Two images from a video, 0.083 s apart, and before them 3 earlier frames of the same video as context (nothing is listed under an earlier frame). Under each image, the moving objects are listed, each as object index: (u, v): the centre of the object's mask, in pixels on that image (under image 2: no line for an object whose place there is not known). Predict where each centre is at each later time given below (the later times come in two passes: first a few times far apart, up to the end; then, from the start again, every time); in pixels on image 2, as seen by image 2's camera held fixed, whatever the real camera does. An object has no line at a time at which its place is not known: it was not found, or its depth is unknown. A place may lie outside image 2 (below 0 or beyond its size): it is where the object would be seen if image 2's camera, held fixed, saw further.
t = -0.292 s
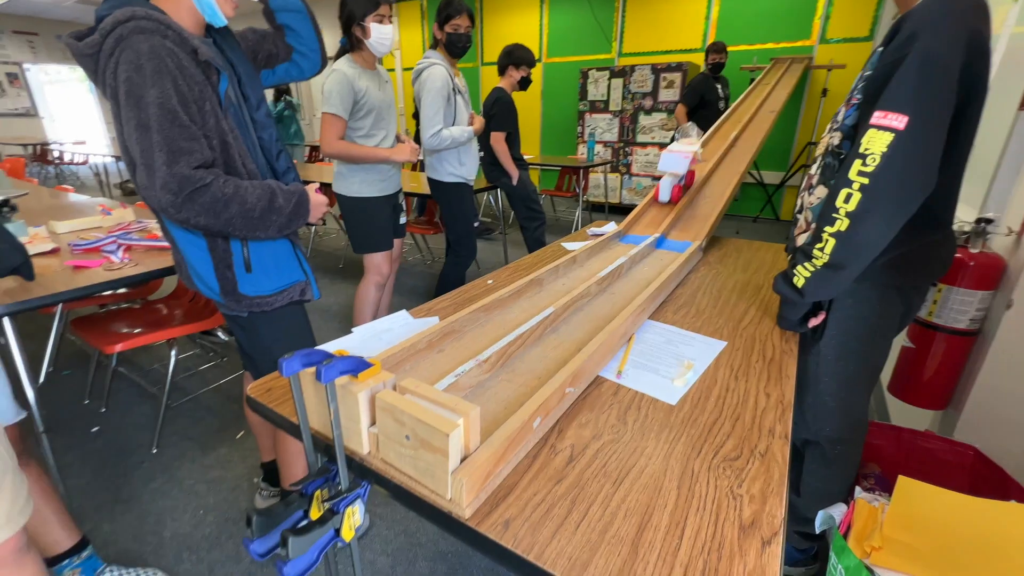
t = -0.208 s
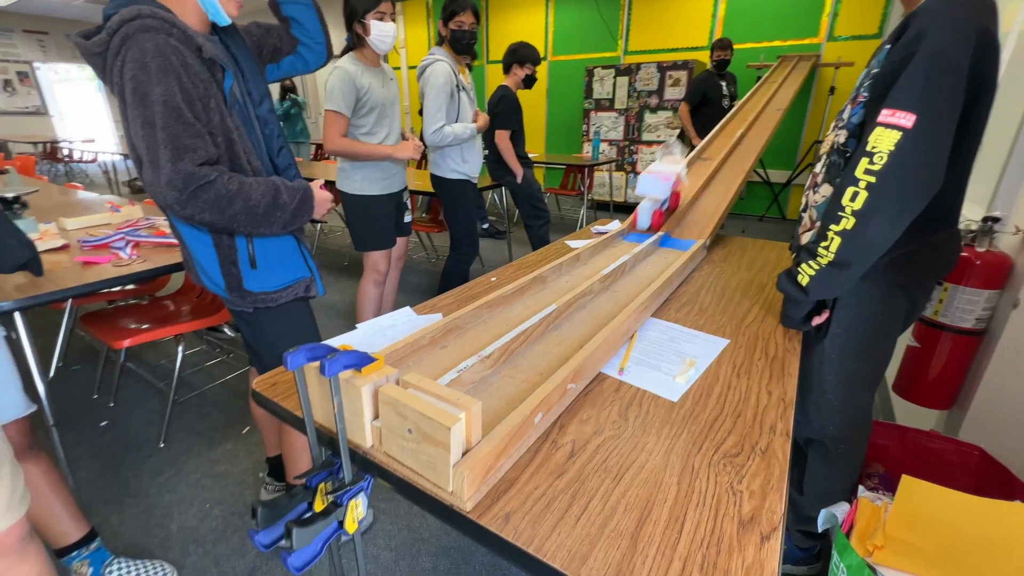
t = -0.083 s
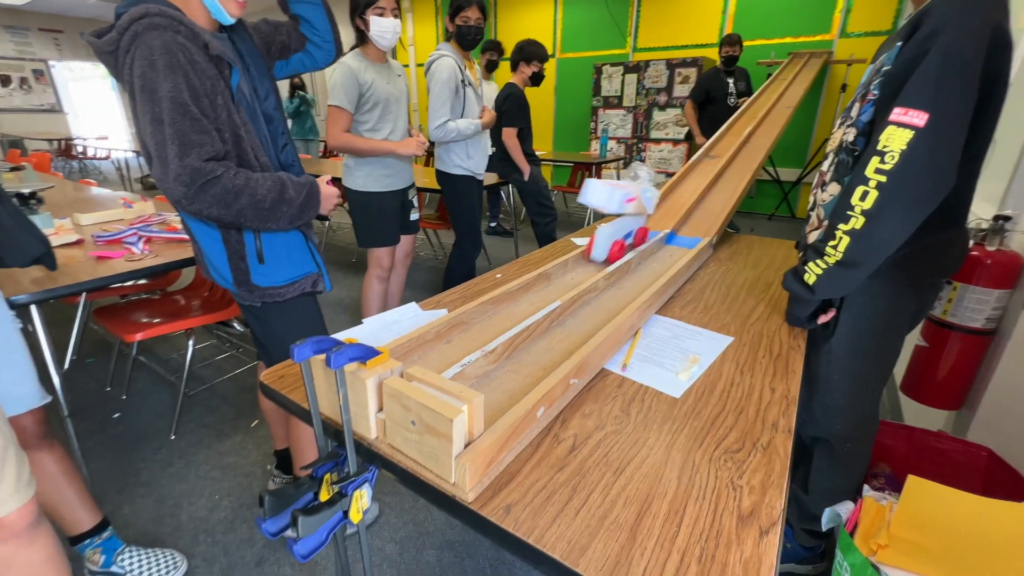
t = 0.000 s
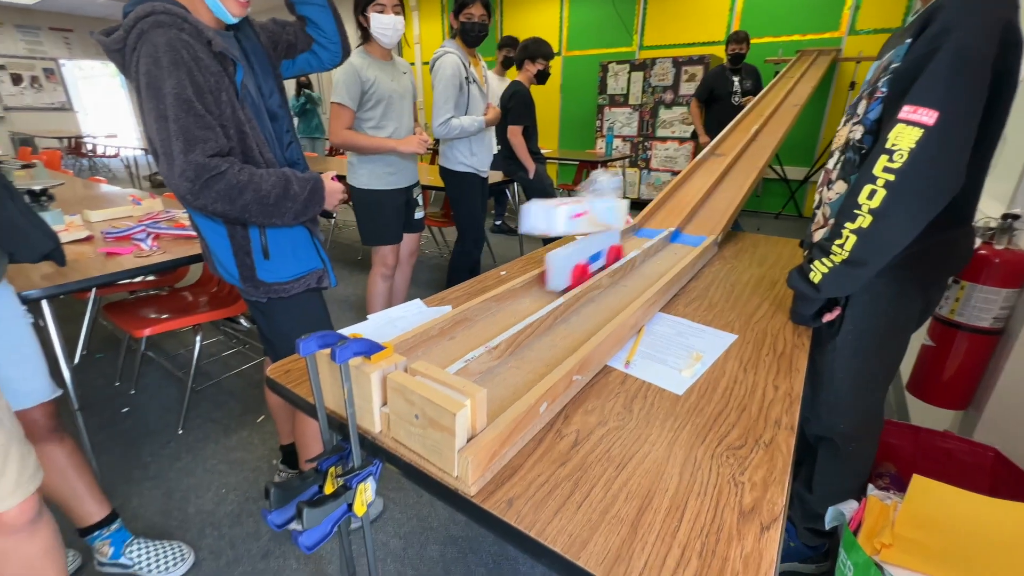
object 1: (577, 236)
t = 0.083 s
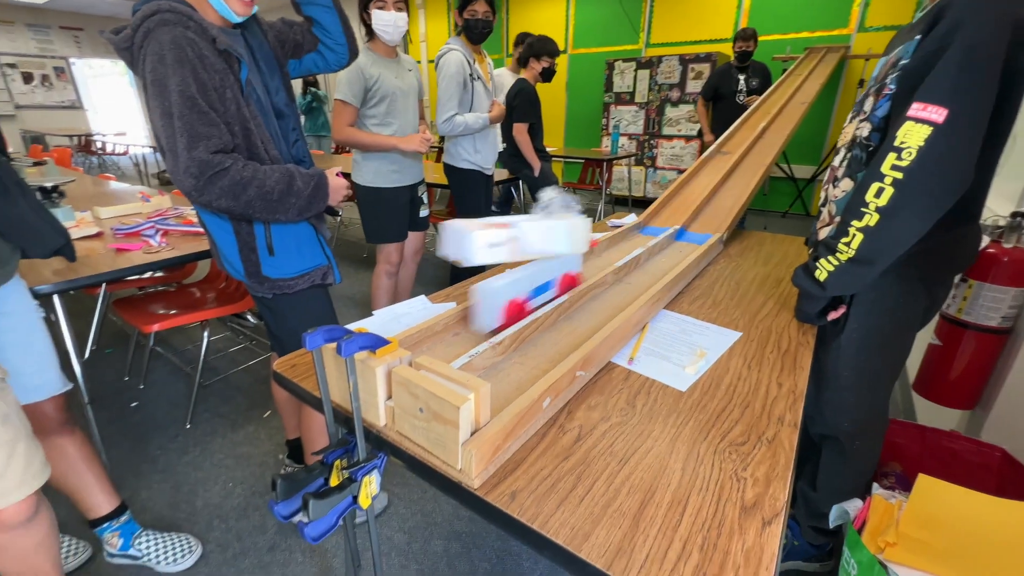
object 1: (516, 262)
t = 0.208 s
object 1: (441, 286)
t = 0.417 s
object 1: (453, 285)
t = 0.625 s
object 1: (454, 290)
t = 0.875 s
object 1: (454, 291)
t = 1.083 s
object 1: (454, 291)
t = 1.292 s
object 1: (455, 290)
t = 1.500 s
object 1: (454, 289)
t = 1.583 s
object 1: (454, 287)
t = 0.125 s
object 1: (474, 280)
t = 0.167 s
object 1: (438, 292)
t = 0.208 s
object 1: (441, 286)
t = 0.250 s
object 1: (442, 282)
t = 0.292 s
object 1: (446, 285)
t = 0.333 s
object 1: (451, 289)
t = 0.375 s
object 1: (452, 288)
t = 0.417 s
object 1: (453, 285)
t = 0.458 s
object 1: (453, 286)
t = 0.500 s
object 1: (454, 288)
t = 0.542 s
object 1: (454, 287)
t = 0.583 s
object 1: (454, 288)
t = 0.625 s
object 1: (454, 290)
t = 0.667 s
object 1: (453, 290)
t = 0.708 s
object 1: (453, 291)
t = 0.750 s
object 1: (453, 291)
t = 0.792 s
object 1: (453, 291)
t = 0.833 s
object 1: (453, 292)
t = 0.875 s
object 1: (454, 291)
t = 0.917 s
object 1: (454, 291)
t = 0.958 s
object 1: (454, 291)
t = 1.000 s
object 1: (454, 291)
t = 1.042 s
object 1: (454, 291)
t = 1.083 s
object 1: (454, 291)
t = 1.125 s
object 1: (454, 291)
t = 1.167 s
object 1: (455, 291)
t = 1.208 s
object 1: (454, 291)
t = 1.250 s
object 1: (455, 291)
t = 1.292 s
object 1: (455, 290)
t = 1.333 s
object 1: (455, 290)
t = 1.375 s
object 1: (455, 290)
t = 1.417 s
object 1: (455, 289)
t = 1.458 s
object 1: (454, 289)
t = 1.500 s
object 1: (454, 289)
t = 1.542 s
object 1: (454, 288)
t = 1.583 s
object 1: (454, 287)
